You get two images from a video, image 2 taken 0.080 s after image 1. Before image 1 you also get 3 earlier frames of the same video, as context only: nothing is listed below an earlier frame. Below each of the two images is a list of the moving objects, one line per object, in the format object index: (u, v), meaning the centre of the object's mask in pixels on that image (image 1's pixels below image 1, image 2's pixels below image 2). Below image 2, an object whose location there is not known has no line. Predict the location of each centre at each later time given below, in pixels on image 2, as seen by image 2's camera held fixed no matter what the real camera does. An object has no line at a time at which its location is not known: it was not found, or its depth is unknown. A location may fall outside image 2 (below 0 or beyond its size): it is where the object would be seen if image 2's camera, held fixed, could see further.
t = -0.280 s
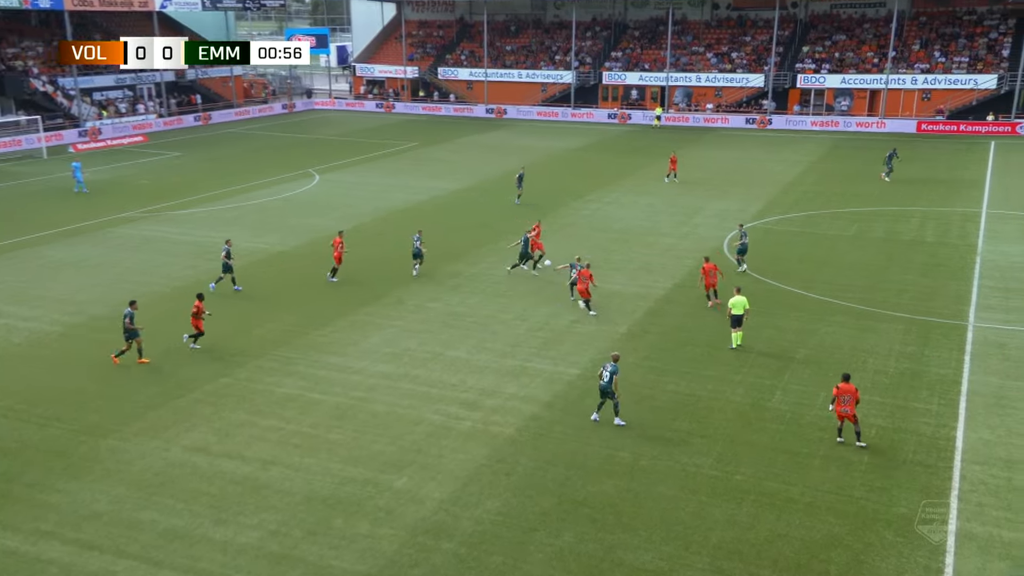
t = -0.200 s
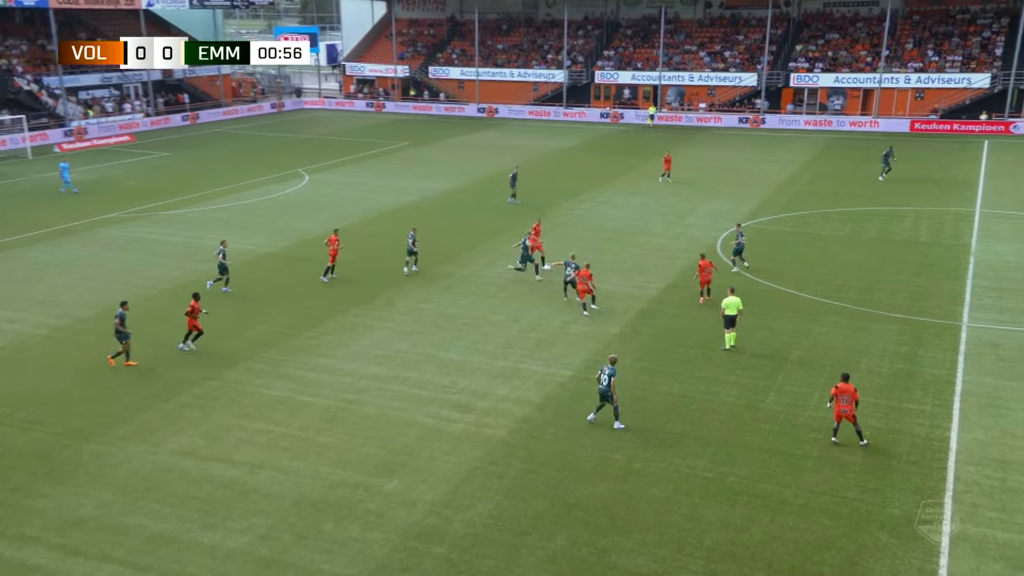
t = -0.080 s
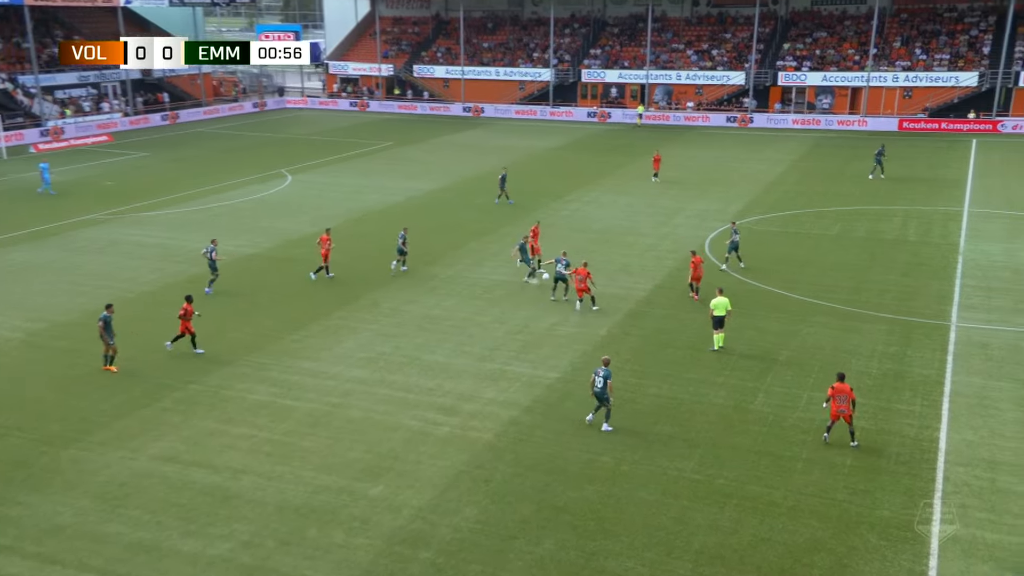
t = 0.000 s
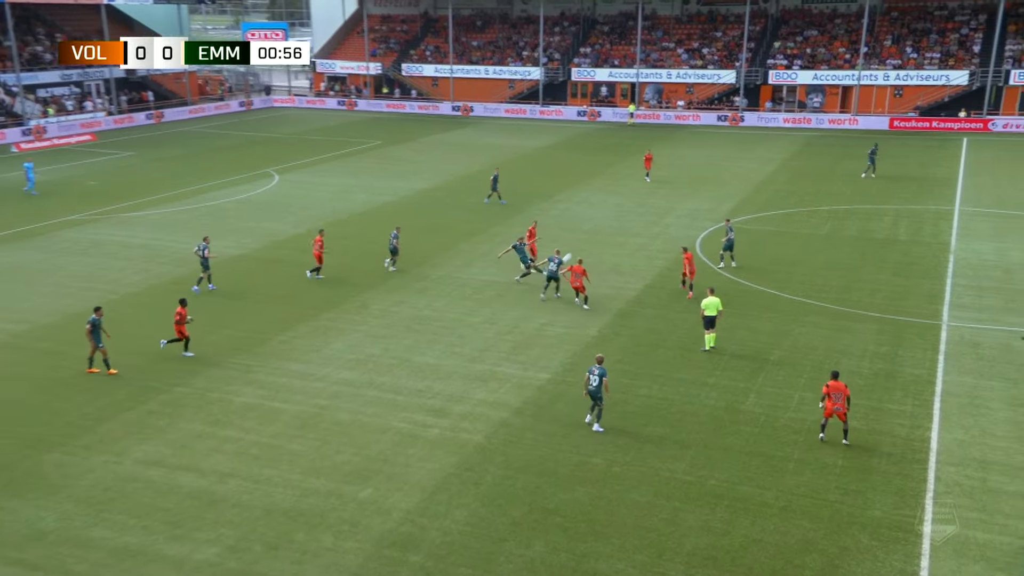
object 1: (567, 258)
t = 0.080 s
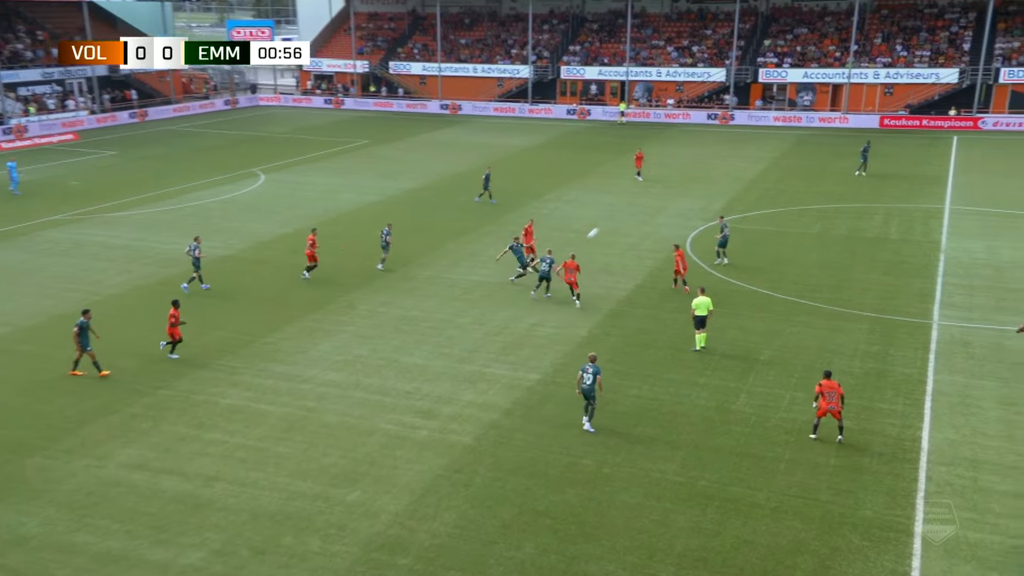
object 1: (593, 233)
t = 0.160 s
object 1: (630, 209)
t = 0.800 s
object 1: (943, 67)
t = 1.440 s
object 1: (1296, 17)
